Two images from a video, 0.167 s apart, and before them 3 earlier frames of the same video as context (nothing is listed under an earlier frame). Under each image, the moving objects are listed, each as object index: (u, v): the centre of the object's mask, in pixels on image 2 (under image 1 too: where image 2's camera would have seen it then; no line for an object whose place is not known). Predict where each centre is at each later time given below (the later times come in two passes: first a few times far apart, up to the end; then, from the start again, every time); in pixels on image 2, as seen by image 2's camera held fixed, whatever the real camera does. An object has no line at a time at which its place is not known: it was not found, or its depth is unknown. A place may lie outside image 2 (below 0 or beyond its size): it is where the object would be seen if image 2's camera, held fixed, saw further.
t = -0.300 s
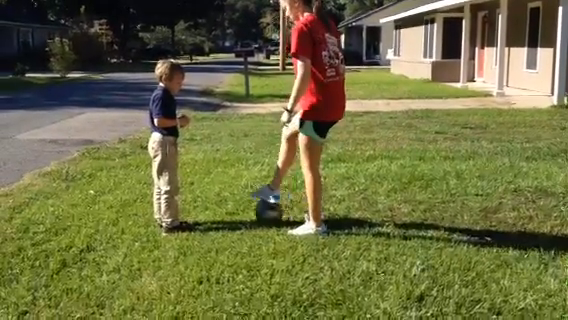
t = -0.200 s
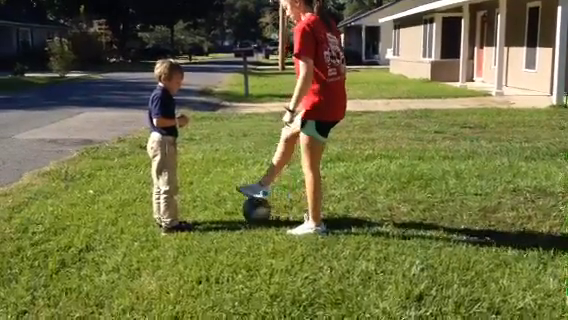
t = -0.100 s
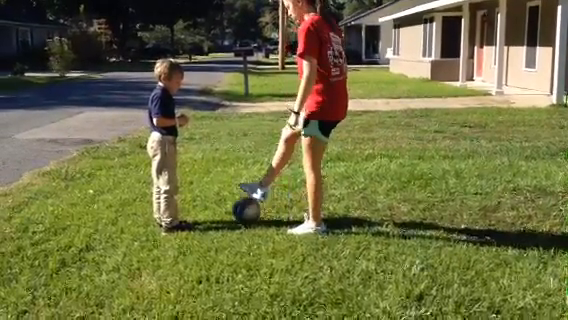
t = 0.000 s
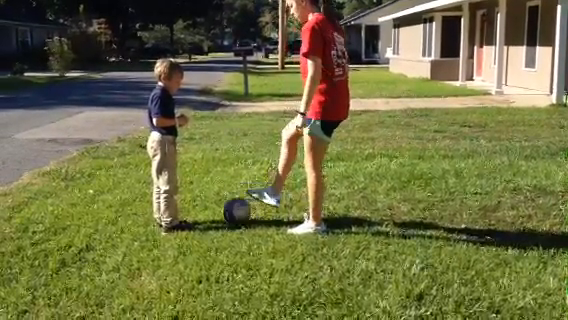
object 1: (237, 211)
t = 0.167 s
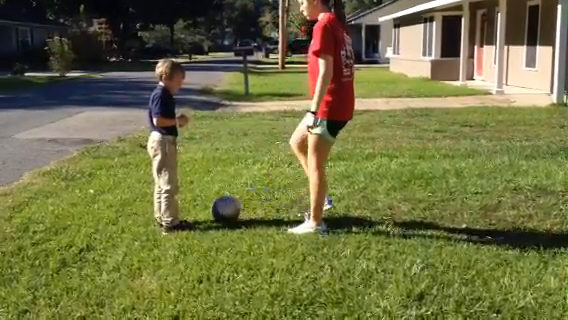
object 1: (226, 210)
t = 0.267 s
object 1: (220, 210)
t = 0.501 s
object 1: (214, 210)
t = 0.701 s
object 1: (214, 210)
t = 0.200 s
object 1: (224, 210)
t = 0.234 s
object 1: (222, 211)
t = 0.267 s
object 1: (220, 210)
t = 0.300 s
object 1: (219, 211)
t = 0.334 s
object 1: (218, 210)
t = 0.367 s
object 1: (218, 210)
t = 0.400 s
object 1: (217, 210)
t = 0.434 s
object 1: (217, 210)
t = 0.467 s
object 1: (215, 210)
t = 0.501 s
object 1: (214, 210)
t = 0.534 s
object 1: (214, 210)
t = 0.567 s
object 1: (214, 210)
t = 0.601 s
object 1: (214, 210)
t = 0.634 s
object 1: (214, 210)
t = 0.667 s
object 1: (213, 210)
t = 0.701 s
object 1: (214, 210)
